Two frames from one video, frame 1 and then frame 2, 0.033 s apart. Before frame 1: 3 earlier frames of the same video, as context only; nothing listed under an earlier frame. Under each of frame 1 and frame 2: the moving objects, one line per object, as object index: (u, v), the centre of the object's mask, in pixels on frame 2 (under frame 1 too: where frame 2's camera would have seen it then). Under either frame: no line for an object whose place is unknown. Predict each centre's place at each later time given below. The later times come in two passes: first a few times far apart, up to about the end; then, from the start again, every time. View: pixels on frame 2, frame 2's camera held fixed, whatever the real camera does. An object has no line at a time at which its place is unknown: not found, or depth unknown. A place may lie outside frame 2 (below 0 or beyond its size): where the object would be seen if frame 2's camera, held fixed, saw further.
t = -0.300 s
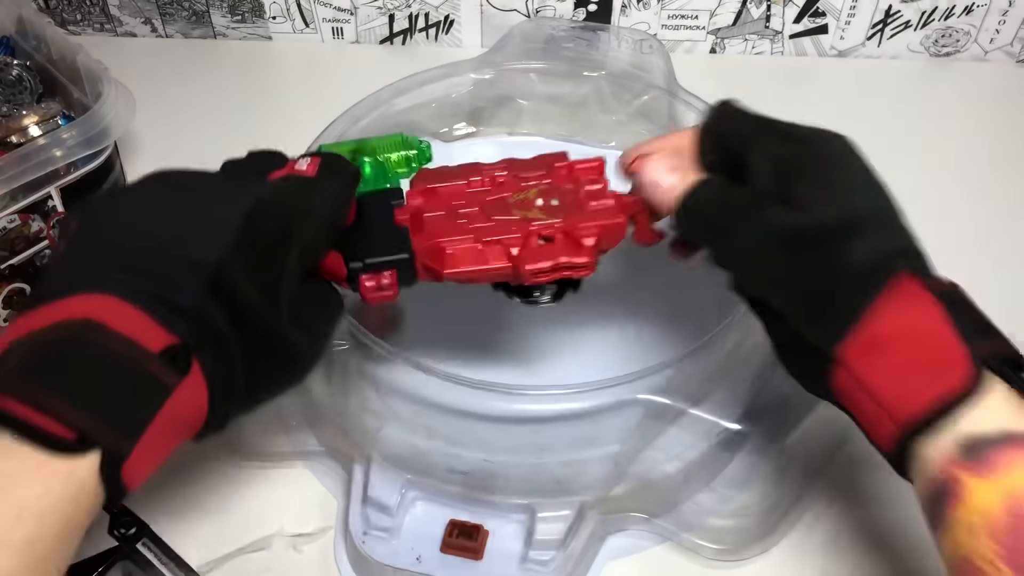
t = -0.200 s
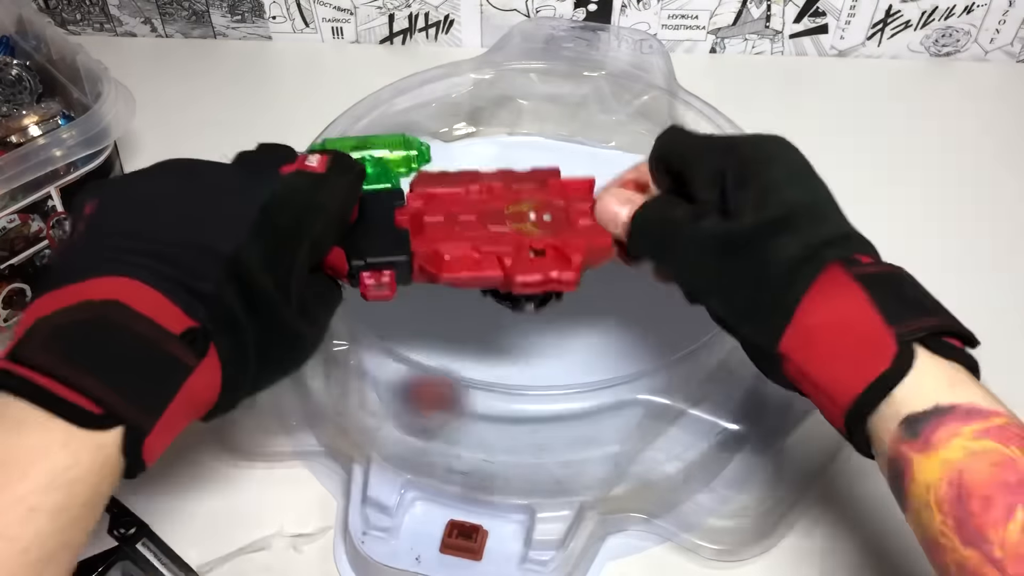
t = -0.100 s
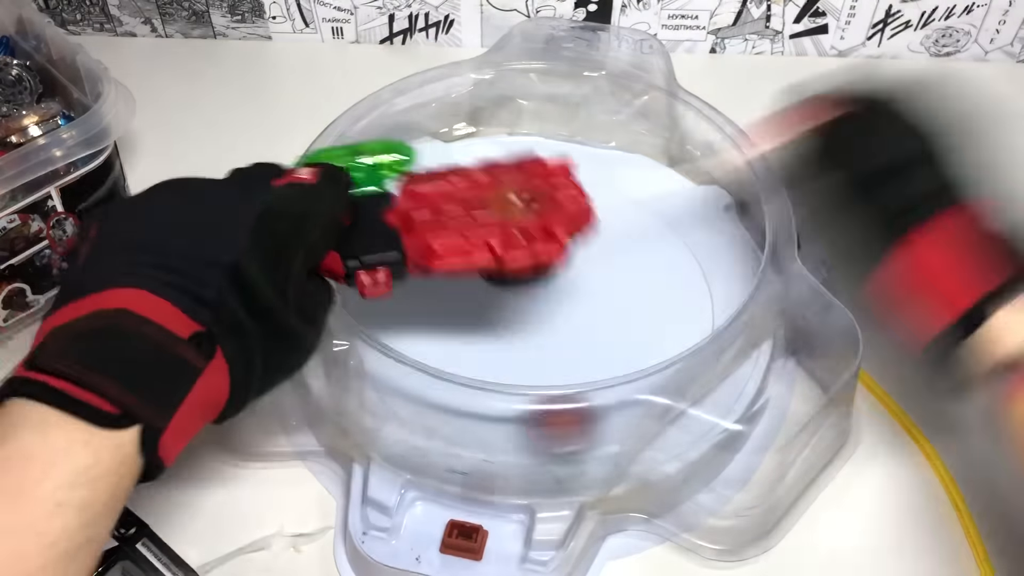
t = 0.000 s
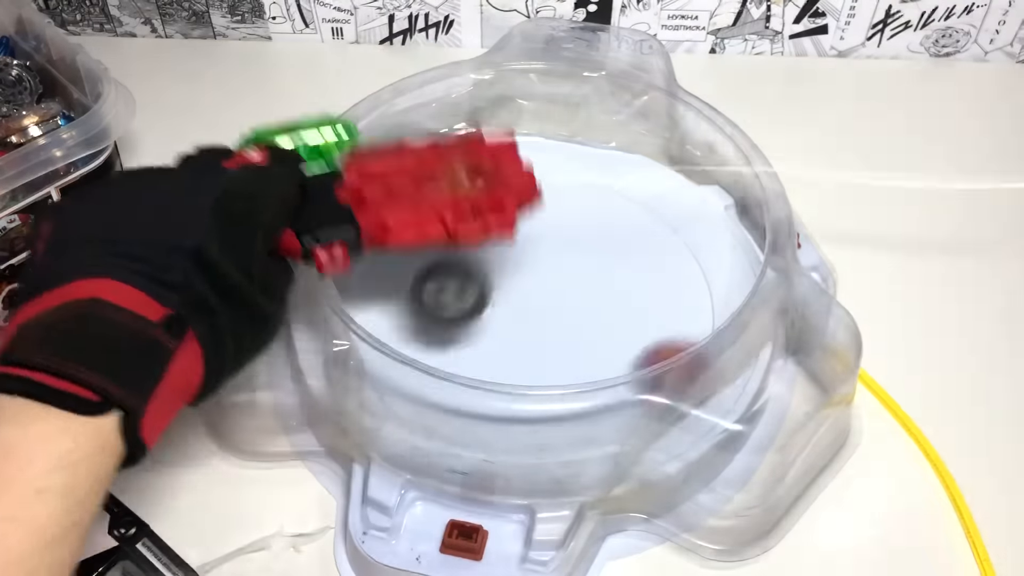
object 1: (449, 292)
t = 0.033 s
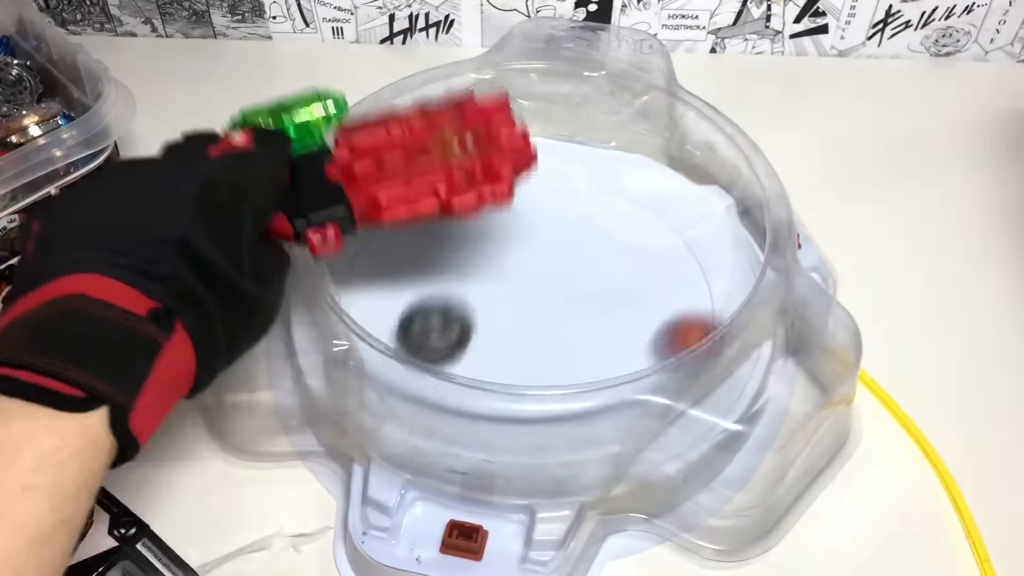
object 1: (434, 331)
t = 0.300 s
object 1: (518, 223)
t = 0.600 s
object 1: (515, 310)
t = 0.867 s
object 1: (536, 320)
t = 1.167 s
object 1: (536, 255)
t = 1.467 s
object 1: (500, 306)
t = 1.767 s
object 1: (567, 330)
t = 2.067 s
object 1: (546, 257)
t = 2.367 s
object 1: (475, 329)
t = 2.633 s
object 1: (585, 360)
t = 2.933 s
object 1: (591, 261)
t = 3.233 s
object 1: (448, 276)
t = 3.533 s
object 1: (526, 360)
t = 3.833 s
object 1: (611, 275)
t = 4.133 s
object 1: (489, 244)
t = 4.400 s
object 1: (471, 339)
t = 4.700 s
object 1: (617, 318)
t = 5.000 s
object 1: (556, 235)
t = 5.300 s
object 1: (460, 302)
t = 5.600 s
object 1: (598, 340)
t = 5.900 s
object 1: (568, 249)
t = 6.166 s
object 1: (484, 302)
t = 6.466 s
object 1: (568, 328)
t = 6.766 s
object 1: (537, 286)
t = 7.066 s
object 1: (534, 303)
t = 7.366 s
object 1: (524, 305)
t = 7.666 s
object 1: (528, 295)
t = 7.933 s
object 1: (530, 301)
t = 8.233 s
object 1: (527, 295)
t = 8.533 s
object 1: (537, 296)
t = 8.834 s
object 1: (537, 294)
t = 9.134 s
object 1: (535, 296)
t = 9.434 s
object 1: (536, 297)
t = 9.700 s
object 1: (533, 298)
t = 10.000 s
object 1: (528, 298)
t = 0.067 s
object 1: (435, 317)
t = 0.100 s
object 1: (444, 284)
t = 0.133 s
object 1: (455, 263)
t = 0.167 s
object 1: (466, 252)
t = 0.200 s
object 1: (476, 255)
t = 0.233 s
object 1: (489, 239)
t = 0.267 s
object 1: (503, 226)
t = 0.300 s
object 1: (518, 223)
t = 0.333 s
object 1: (532, 223)
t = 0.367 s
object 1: (536, 227)
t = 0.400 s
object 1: (535, 239)
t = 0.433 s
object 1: (532, 251)
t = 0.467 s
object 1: (529, 263)
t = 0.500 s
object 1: (526, 276)
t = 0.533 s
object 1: (523, 290)
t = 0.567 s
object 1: (518, 301)
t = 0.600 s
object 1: (515, 310)
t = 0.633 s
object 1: (514, 317)
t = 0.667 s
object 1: (515, 324)
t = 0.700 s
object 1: (516, 329)
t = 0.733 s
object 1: (518, 331)
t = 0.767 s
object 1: (521, 331)
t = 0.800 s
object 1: (526, 329)
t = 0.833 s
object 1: (531, 325)
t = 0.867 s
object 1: (536, 320)
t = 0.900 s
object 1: (540, 314)
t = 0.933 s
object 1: (543, 307)
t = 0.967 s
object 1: (546, 299)
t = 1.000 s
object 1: (548, 291)
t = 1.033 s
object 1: (549, 281)
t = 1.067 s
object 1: (548, 272)
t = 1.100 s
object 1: (544, 264)
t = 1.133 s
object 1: (540, 259)
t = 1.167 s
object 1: (536, 255)
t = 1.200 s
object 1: (531, 254)
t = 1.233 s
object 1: (526, 256)
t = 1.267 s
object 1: (521, 259)
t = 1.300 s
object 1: (517, 264)
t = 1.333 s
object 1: (511, 269)
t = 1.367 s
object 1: (506, 277)
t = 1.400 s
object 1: (501, 286)
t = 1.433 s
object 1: (500, 295)
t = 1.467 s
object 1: (500, 306)
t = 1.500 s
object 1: (504, 316)
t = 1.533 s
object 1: (510, 325)
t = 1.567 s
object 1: (519, 332)
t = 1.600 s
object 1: (527, 338)
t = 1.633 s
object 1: (536, 341)
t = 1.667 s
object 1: (544, 341)
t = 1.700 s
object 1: (554, 339)
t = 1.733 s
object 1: (561, 336)
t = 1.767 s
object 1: (567, 330)
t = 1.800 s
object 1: (571, 323)
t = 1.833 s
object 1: (573, 314)
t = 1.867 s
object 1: (574, 306)
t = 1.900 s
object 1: (575, 296)
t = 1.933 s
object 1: (574, 286)
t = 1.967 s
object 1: (571, 276)
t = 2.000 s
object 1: (565, 268)
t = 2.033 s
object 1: (556, 261)
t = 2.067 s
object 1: (546, 257)
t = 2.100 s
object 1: (534, 255)
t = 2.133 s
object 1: (521, 257)
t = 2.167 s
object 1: (508, 261)
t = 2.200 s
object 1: (496, 267)
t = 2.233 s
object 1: (486, 277)
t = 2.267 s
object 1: (478, 287)
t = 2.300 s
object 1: (472, 301)
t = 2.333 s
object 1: (471, 315)
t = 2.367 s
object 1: (475, 329)
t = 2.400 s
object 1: (483, 343)
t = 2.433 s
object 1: (495, 354)
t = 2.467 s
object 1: (510, 361)
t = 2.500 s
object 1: (525, 365)
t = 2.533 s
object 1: (541, 367)
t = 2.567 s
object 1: (555, 366)
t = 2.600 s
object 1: (570, 364)
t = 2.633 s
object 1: (585, 360)
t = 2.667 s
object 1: (599, 354)
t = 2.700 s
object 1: (610, 345)
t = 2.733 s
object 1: (618, 334)
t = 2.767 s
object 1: (622, 321)
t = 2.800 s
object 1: (623, 309)
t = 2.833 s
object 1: (620, 296)
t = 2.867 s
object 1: (615, 284)
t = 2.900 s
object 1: (604, 272)
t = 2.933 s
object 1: (591, 261)
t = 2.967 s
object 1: (576, 253)
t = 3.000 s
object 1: (558, 247)
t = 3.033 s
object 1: (539, 244)
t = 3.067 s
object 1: (520, 243)
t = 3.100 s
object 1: (501, 246)
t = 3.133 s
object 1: (485, 250)
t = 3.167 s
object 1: (470, 257)
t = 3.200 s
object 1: (457, 265)
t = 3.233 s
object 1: (448, 276)
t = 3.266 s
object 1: (442, 287)
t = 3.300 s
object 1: (442, 299)
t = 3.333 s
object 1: (446, 311)
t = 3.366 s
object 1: (453, 323)
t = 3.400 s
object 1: (462, 333)
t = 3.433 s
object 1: (475, 343)
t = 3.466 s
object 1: (490, 351)
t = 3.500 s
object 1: (507, 356)
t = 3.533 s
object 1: (526, 360)
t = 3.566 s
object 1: (546, 361)
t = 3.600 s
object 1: (567, 359)
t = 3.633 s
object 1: (584, 354)
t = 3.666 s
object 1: (600, 345)
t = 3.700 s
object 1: (611, 332)
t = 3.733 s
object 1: (618, 318)
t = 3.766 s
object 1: (620, 303)
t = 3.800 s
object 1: (618, 289)
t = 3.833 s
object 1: (611, 275)
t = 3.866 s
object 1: (601, 262)
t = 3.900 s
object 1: (588, 252)
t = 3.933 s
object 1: (573, 243)
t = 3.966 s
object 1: (558, 237)
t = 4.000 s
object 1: (543, 233)
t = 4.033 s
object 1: (528, 231)
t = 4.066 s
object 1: (515, 233)
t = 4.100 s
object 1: (502, 238)
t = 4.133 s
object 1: (489, 244)
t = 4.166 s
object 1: (479, 252)
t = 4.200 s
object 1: (470, 261)
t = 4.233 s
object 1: (462, 273)
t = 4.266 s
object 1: (457, 285)
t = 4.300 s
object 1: (454, 299)
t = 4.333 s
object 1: (456, 313)
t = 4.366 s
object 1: (461, 327)
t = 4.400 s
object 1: (471, 339)
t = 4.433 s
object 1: (485, 349)
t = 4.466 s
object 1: (502, 356)
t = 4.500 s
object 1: (522, 359)
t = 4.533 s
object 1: (543, 360)
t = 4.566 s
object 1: (563, 357)
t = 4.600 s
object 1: (581, 352)
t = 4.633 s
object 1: (597, 342)
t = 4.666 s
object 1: (609, 331)
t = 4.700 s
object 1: (617, 318)
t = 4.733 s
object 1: (622, 305)
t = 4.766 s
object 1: (623, 292)
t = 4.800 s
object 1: (620, 279)
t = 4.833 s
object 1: (615, 267)
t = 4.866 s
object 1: (606, 257)
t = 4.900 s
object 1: (595, 249)
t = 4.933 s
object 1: (583, 242)
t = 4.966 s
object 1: (570, 237)
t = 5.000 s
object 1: (556, 235)
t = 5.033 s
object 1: (541, 234)
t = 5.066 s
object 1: (525, 235)
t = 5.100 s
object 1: (510, 239)
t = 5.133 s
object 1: (494, 245)
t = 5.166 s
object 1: (481, 252)
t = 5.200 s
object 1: (470, 262)
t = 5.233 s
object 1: (463, 274)
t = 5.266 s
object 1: (459, 288)
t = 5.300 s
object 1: (460, 302)
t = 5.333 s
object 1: (465, 316)
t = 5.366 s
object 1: (475, 329)
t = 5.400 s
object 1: (488, 341)
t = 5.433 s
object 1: (506, 349)
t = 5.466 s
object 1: (525, 353)
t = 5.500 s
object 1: (545, 355)
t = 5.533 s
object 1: (565, 353)
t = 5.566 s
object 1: (583, 349)
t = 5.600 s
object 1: (598, 340)
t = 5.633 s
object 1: (610, 329)
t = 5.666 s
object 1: (618, 317)
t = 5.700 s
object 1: (622, 304)
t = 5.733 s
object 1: (622, 291)
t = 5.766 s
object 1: (617, 279)
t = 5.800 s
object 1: (609, 268)
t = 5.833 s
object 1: (597, 259)
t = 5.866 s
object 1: (583, 253)
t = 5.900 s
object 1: (568, 249)
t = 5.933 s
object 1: (552, 248)
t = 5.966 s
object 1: (537, 250)
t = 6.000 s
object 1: (522, 254)
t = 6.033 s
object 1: (509, 261)
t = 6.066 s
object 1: (497, 270)
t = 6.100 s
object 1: (490, 280)
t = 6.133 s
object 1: (485, 291)
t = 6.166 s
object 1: (484, 302)
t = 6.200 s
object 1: (488, 314)
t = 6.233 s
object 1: (494, 324)
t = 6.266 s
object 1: (504, 331)
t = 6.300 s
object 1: (516, 337)
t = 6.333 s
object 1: (530, 340)
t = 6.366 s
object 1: (542, 340)
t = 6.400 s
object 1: (554, 337)
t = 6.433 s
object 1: (563, 333)
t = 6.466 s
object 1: (568, 328)
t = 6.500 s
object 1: (570, 322)
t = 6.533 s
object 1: (570, 315)
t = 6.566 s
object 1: (569, 309)
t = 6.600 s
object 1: (563, 303)
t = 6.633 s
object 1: (559, 298)
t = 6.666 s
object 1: (554, 294)
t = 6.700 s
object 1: (548, 290)
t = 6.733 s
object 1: (542, 288)
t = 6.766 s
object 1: (537, 286)
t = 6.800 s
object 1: (534, 285)
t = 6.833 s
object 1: (531, 286)
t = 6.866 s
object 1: (530, 287)
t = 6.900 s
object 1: (530, 289)
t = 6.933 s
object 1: (530, 291)
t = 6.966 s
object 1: (531, 294)
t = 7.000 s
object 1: (532, 297)
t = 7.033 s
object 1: (533, 300)
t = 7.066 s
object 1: (534, 303)
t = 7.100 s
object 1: (533, 305)
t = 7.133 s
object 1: (533, 306)
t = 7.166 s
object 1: (532, 307)
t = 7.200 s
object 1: (532, 308)
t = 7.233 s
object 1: (530, 308)
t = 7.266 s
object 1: (530, 308)
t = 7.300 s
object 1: (528, 308)
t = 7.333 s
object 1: (526, 307)
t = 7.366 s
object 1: (524, 305)
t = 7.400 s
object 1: (524, 303)
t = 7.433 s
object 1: (523, 301)
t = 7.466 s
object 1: (524, 299)
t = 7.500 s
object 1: (523, 297)
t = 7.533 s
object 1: (523, 295)
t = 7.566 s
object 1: (524, 294)
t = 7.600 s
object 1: (525, 294)
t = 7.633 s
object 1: (526, 294)
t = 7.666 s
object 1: (528, 295)
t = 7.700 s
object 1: (529, 296)
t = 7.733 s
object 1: (529, 297)
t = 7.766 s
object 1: (530, 298)
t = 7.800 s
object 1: (530, 299)
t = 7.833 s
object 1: (530, 300)
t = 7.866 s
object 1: (530, 301)
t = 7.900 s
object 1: (530, 301)
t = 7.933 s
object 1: (530, 301)
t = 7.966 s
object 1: (528, 300)
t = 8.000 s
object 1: (528, 299)
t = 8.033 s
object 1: (526, 299)
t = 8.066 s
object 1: (525, 297)
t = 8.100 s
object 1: (525, 297)
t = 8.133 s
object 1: (525, 296)
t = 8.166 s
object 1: (526, 295)
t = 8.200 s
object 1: (527, 295)
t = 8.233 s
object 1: (527, 295)
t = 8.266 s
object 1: (528, 295)
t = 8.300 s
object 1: (529, 295)
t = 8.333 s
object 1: (531, 295)
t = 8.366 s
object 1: (532, 296)
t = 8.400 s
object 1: (533, 296)
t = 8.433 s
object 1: (534, 296)
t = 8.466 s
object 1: (535, 296)
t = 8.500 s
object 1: (536, 296)
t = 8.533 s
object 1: (537, 296)
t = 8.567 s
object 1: (537, 296)
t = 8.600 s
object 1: (538, 295)
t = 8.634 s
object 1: (537, 295)
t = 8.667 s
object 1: (537, 294)
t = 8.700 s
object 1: (537, 294)
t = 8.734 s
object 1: (537, 294)
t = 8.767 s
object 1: (537, 293)
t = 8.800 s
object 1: (537, 294)
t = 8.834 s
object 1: (537, 294)
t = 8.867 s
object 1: (536, 294)
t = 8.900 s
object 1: (536, 294)
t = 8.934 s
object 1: (536, 295)
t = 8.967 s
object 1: (535, 295)
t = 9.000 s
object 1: (535, 295)
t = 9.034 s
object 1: (535, 295)
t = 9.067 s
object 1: (535, 295)
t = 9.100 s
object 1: (535, 295)
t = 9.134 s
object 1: (535, 296)
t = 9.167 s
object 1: (535, 296)
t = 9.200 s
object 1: (534, 296)
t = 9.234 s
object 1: (534, 296)
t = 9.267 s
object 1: (534, 296)
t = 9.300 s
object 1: (534, 296)
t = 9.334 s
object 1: (535, 296)
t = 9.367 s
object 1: (534, 296)
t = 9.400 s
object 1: (536, 297)
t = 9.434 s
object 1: (536, 297)
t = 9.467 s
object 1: (536, 297)
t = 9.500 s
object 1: (535, 297)
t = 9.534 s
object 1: (535, 297)
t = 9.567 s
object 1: (535, 297)
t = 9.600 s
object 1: (535, 297)
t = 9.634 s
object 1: (534, 298)
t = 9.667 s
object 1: (533, 298)
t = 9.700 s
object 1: (533, 298)
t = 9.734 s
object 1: (532, 298)
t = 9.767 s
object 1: (532, 298)
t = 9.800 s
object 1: (531, 298)
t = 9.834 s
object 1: (531, 298)
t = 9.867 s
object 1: (530, 298)
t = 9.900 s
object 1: (530, 298)
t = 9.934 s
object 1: (529, 298)
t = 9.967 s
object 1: (529, 298)
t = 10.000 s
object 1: (528, 298)
